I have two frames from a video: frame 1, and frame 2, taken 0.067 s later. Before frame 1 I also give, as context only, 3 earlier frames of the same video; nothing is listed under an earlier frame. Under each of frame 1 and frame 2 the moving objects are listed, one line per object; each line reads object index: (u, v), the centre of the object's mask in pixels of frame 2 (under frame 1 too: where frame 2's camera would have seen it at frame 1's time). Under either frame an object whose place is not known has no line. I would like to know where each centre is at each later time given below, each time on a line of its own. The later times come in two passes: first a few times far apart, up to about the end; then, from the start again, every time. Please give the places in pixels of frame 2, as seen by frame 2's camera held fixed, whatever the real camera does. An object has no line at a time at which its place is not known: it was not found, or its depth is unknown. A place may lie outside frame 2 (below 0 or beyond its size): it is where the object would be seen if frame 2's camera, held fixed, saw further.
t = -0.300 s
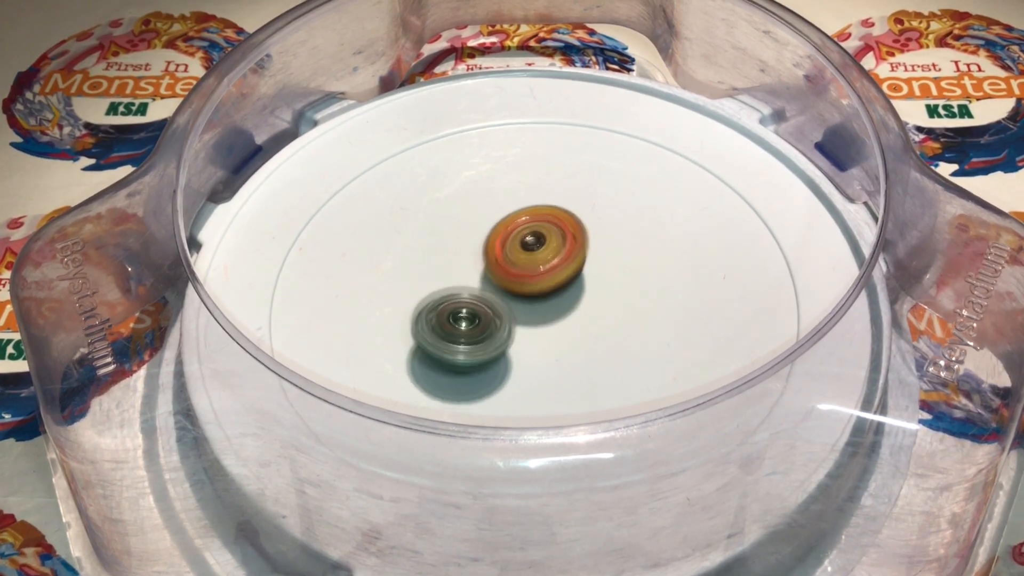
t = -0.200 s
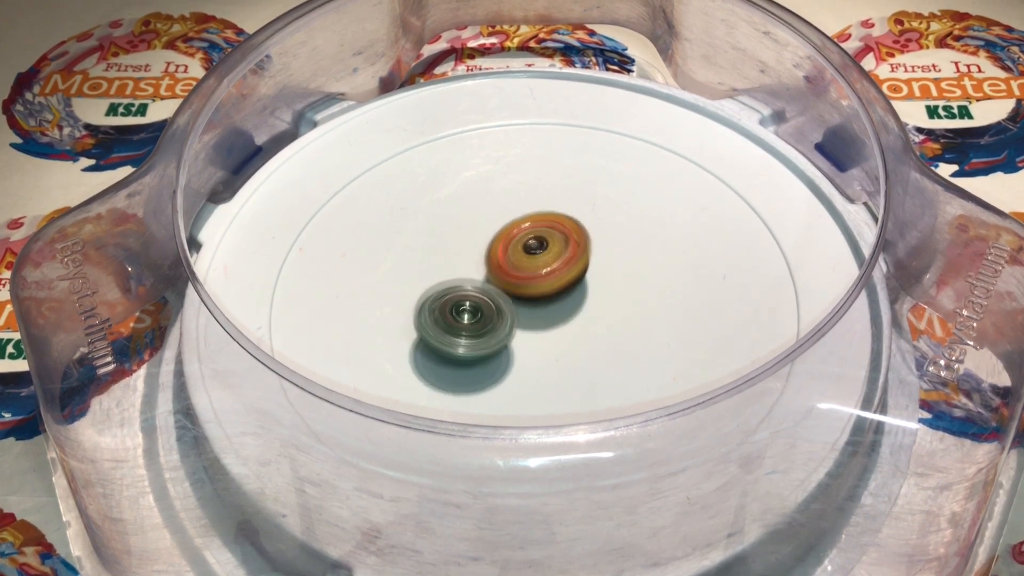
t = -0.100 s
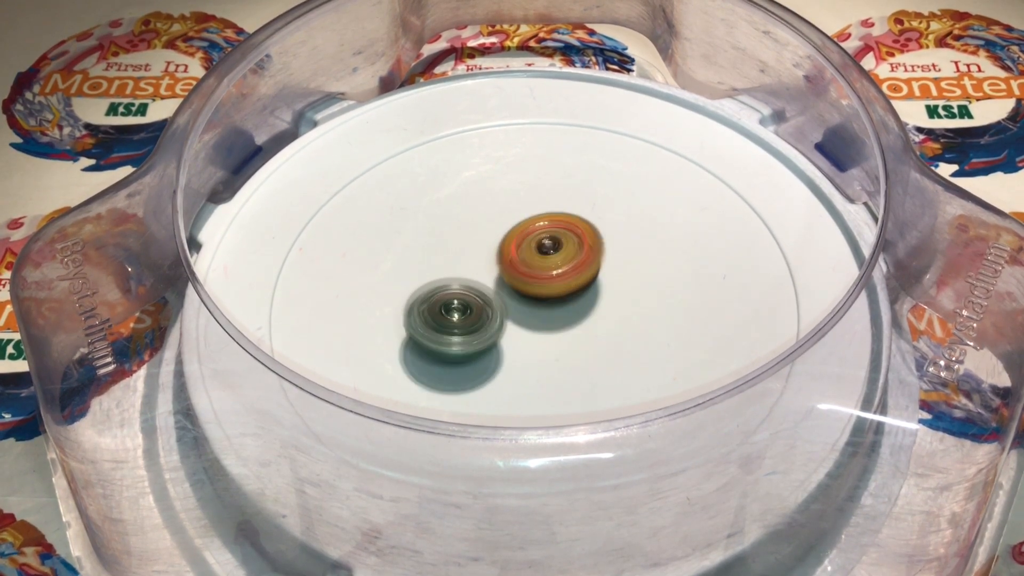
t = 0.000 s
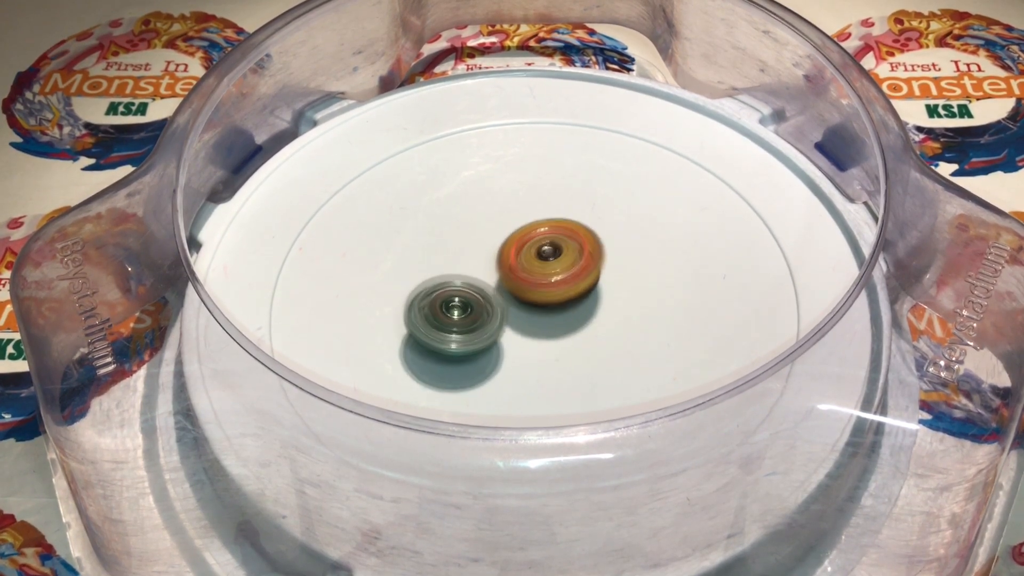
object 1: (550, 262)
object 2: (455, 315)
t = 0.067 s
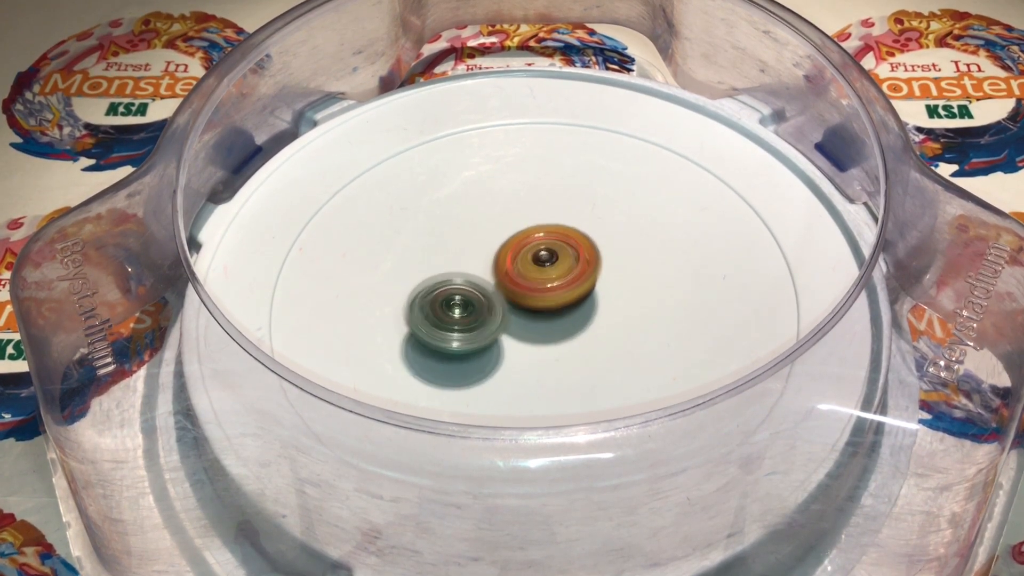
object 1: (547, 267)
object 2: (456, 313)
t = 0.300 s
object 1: (544, 274)
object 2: (446, 311)
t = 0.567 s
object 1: (556, 276)
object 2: (447, 301)
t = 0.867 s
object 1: (589, 284)
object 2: (445, 283)
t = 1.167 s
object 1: (578, 282)
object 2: (469, 266)
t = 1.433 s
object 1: (569, 293)
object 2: (472, 247)
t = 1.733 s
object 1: (568, 342)
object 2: (439, 173)
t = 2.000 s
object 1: (544, 330)
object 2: (459, 190)
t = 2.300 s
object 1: (517, 333)
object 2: (540, 225)
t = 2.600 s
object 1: (500, 332)
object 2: (570, 262)
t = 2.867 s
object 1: (470, 325)
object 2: (588, 272)
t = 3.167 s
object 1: (474, 287)
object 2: (590, 284)
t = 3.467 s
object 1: (516, 256)
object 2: (609, 299)
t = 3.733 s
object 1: (541, 256)
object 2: (583, 336)
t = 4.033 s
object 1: (545, 260)
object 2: (476, 325)
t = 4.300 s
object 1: (551, 277)
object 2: (448, 239)
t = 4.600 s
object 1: (535, 311)
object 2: (495, 207)
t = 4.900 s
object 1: (466, 313)
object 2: (536, 232)
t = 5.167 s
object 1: (484, 316)
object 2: (546, 243)
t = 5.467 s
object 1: (482, 311)
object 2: (552, 248)
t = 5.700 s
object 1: (483, 313)
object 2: (552, 249)
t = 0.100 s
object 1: (547, 269)
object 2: (454, 312)
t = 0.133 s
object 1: (547, 270)
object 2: (451, 312)
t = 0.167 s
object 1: (550, 271)
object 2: (444, 313)
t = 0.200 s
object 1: (549, 272)
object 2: (443, 312)
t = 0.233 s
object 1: (547, 273)
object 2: (443, 312)
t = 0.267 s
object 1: (545, 273)
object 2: (445, 312)
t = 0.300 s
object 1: (544, 274)
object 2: (446, 311)
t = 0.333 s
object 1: (547, 273)
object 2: (444, 310)
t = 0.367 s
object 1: (548, 273)
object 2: (444, 309)
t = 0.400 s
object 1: (549, 274)
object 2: (445, 308)
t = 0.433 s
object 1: (549, 274)
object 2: (447, 307)
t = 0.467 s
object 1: (550, 275)
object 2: (448, 305)
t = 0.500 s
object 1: (554, 275)
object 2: (445, 304)
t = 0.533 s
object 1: (556, 276)
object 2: (446, 303)
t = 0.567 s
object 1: (556, 276)
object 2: (447, 301)
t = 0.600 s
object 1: (557, 276)
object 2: (451, 300)
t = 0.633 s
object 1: (558, 276)
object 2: (452, 298)
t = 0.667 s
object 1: (561, 277)
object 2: (453, 296)
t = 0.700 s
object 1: (564, 278)
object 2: (455, 294)
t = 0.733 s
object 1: (566, 279)
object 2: (457, 292)
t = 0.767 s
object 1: (576, 279)
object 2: (449, 289)
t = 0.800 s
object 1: (584, 281)
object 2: (445, 286)
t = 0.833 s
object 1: (588, 282)
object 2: (445, 284)
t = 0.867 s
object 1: (589, 284)
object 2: (445, 283)
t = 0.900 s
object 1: (588, 284)
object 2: (447, 281)
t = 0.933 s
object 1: (585, 285)
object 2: (449, 279)
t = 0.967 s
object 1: (582, 285)
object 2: (451, 278)
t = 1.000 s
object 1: (579, 285)
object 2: (455, 277)
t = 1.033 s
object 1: (576, 284)
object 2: (459, 276)
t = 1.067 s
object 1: (573, 283)
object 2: (463, 275)
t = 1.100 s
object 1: (573, 282)
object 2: (466, 272)
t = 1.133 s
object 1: (576, 282)
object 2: (467, 269)
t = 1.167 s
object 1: (578, 282)
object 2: (469, 266)
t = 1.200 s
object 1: (578, 283)
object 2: (471, 265)
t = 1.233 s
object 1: (578, 284)
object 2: (472, 263)
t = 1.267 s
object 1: (578, 286)
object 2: (473, 261)
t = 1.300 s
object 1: (579, 287)
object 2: (471, 256)
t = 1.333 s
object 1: (578, 289)
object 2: (470, 253)
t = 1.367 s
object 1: (576, 290)
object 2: (470, 251)
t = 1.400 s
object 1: (573, 292)
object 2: (470, 248)
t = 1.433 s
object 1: (569, 293)
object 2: (472, 247)
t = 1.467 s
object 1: (565, 293)
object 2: (473, 245)
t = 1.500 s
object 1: (560, 294)
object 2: (475, 243)
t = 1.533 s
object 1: (562, 305)
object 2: (469, 231)
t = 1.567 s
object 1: (568, 321)
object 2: (455, 210)
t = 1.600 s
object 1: (572, 331)
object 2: (448, 193)
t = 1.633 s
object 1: (573, 338)
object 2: (445, 182)
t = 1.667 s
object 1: (571, 340)
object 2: (443, 178)
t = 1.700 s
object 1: (570, 341)
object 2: (440, 175)
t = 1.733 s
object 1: (568, 342)
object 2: (439, 173)
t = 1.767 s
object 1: (565, 342)
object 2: (438, 171)
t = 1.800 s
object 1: (563, 342)
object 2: (439, 172)
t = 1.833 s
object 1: (560, 340)
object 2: (440, 173)
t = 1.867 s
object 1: (558, 339)
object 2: (443, 175)
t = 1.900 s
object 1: (554, 337)
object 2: (447, 177)
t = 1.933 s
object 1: (551, 335)
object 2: (451, 181)
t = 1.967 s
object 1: (547, 333)
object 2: (455, 185)
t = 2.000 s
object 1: (544, 330)
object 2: (459, 190)
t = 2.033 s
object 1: (541, 327)
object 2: (463, 196)
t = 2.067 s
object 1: (538, 323)
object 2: (469, 205)
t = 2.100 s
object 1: (535, 320)
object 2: (477, 216)
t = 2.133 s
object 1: (533, 316)
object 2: (486, 228)
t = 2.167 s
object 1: (529, 316)
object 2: (497, 236)
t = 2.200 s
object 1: (524, 325)
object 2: (510, 230)
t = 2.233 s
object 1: (521, 331)
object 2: (520, 226)
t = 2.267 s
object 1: (518, 333)
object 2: (530, 224)
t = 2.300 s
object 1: (517, 333)
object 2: (540, 225)
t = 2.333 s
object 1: (517, 331)
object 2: (546, 230)
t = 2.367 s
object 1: (519, 330)
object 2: (547, 235)
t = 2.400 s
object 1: (519, 328)
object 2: (548, 242)
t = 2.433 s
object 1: (519, 328)
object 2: (551, 249)
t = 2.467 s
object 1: (513, 330)
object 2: (557, 251)
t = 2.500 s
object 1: (512, 330)
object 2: (560, 254)
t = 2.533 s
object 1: (508, 331)
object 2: (562, 258)
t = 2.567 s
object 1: (504, 332)
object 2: (566, 261)
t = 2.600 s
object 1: (500, 332)
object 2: (570, 262)
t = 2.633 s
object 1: (497, 331)
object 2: (571, 266)
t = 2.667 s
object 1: (495, 331)
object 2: (570, 269)
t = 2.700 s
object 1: (491, 331)
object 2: (572, 271)
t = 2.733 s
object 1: (481, 332)
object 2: (583, 269)
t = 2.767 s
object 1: (476, 330)
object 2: (588, 269)
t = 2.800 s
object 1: (473, 329)
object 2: (590, 271)
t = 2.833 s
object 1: (472, 327)
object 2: (589, 271)
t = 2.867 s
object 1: (470, 325)
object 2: (588, 272)
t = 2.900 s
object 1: (469, 321)
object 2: (587, 274)
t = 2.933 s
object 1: (469, 318)
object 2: (585, 275)
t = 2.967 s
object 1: (469, 315)
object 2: (582, 278)
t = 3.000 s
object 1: (470, 311)
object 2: (579, 279)
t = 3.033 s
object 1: (472, 307)
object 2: (577, 281)
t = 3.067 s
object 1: (471, 302)
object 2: (579, 281)
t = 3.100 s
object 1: (468, 297)
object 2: (588, 283)
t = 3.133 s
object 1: (470, 292)
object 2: (591, 284)
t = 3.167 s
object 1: (474, 287)
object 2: (590, 284)
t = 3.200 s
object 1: (478, 283)
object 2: (589, 283)
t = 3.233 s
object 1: (484, 280)
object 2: (591, 283)
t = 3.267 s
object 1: (486, 274)
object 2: (595, 285)
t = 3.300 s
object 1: (490, 269)
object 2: (599, 288)
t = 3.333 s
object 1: (498, 266)
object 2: (599, 288)
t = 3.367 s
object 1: (501, 262)
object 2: (604, 292)
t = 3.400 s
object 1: (506, 259)
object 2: (608, 294)
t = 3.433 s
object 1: (512, 257)
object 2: (607, 296)
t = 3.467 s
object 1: (516, 256)
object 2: (609, 299)
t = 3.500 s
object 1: (520, 250)
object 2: (614, 308)
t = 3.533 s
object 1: (523, 249)
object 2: (613, 314)
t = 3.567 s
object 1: (527, 251)
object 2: (613, 318)
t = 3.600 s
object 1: (529, 251)
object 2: (609, 321)
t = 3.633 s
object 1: (531, 254)
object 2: (604, 325)
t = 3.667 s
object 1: (535, 256)
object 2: (599, 329)
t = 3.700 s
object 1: (536, 259)
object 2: (592, 331)
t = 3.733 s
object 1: (541, 256)
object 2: (583, 336)
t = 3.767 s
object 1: (548, 253)
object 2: (565, 348)
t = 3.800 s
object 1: (553, 254)
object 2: (550, 359)
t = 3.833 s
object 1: (552, 256)
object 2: (533, 362)
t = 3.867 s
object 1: (551, 256)
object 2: (521, 360)
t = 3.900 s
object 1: (550, 256)
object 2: (508, 357)
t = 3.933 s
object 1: (551, 255)
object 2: (498, 351)
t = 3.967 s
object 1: (550, 257)
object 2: (489, 344)
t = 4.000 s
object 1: (548, 258)
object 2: (481, 335)
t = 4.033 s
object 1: (545, 260)
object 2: (476, 325)
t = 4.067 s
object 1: (545, 259)
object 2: (473, 314)
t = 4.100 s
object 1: (550, 261)
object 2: (466, 310)
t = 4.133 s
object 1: (552, 261)
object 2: (458, 298)
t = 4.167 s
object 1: (552, 265)
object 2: (454, 291)
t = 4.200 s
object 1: (554, 272)
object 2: (447, 277)
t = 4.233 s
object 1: (552, 276)
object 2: (443, 260)
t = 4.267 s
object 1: (549, 278)
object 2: (445, 248)
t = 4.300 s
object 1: (551, 277)
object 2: (448, 239)
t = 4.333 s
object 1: (550, 280)
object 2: (454, 234)
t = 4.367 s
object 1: (547, 281)
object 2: (465, 232)
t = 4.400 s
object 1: (547, 283)
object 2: (474, 231)
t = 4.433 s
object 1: (549, 295)
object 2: (476, 218)
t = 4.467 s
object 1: (550, 306)
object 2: (477, 207)
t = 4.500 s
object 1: (546, 312)
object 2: (487, 195)
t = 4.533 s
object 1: (539, 315)
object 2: (493, 195)
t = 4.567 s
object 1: (534, 313)
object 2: (496, 201)
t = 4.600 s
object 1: (535, 311)
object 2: (495, 207)
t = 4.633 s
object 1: (530, 309)
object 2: (493, 215)
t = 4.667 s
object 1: (527, 308)
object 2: (493, 224)
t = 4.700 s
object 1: (526, 306)
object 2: (493, 232)
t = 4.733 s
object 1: (523, 306)
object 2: (494, 239)
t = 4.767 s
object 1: (517, 309)
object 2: (496, 241)
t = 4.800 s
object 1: (502, 314)
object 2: (509, 237)
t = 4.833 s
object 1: (487, 317)
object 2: (522, 234)
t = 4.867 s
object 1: (474, 316)
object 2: (533, 231)
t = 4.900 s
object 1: (466, 313)
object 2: (536, 232)
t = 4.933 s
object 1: (464, 312)
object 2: (534, 233)
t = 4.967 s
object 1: (462, 310)
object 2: (534, 230)
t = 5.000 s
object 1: (464, 309)
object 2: (535, 229)
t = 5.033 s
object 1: (470, 309)
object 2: (540, 231)
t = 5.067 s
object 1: (474, 311)
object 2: (543, 236)
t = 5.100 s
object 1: (479, 313)
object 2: (544, 240)
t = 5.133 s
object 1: (482, 315)
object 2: (544, 242)
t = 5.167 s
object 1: (484, 316)
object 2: (546, 243)
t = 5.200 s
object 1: (484, 316)
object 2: (548, 245)
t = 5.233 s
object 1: (484, 317)
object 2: (550, 246)
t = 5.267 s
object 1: (484, 317)
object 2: (551, 248)
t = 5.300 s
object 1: (484, 316)
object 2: (552, 248)
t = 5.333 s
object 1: (484, 316)
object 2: (552, 248)
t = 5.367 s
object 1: (484, 315)
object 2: (552, 248)
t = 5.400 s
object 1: (483, 313)
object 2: (552, 248)
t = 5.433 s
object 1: (483, 312)
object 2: (552, 248)
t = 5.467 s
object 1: (482, 311)
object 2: (552, 248)
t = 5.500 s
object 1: (482, 311)
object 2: (552, 249)
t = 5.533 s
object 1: (483, 312)
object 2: (552, 248)
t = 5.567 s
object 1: (484, 313)
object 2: (552, 248)
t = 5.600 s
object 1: (484, 314)
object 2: (552, 249)
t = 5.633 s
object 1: (484, 315)
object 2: (552, 249)
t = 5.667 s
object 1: (484, 314)
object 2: (552, 249)
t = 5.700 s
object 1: (483, 313)
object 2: (552, 249)
